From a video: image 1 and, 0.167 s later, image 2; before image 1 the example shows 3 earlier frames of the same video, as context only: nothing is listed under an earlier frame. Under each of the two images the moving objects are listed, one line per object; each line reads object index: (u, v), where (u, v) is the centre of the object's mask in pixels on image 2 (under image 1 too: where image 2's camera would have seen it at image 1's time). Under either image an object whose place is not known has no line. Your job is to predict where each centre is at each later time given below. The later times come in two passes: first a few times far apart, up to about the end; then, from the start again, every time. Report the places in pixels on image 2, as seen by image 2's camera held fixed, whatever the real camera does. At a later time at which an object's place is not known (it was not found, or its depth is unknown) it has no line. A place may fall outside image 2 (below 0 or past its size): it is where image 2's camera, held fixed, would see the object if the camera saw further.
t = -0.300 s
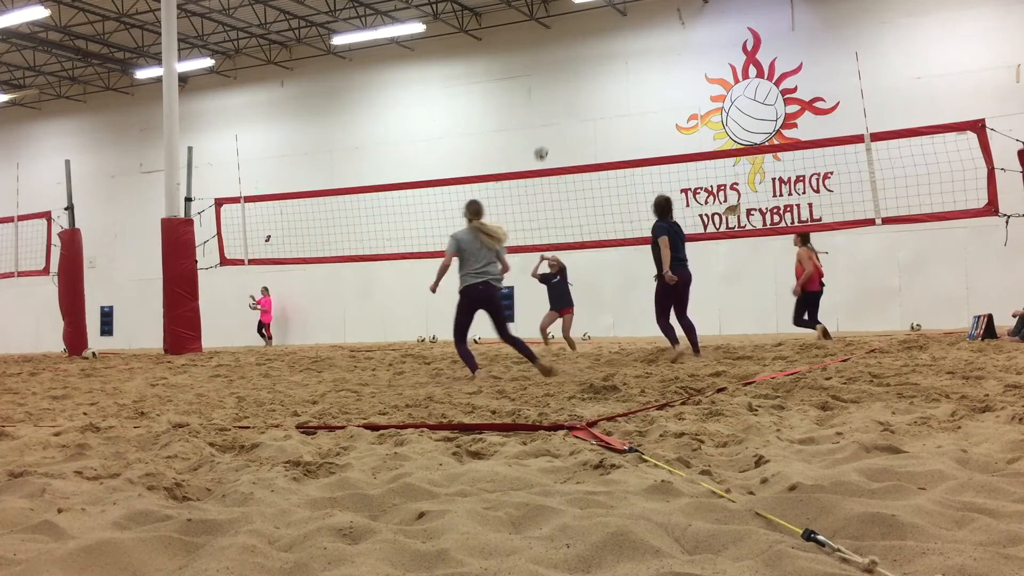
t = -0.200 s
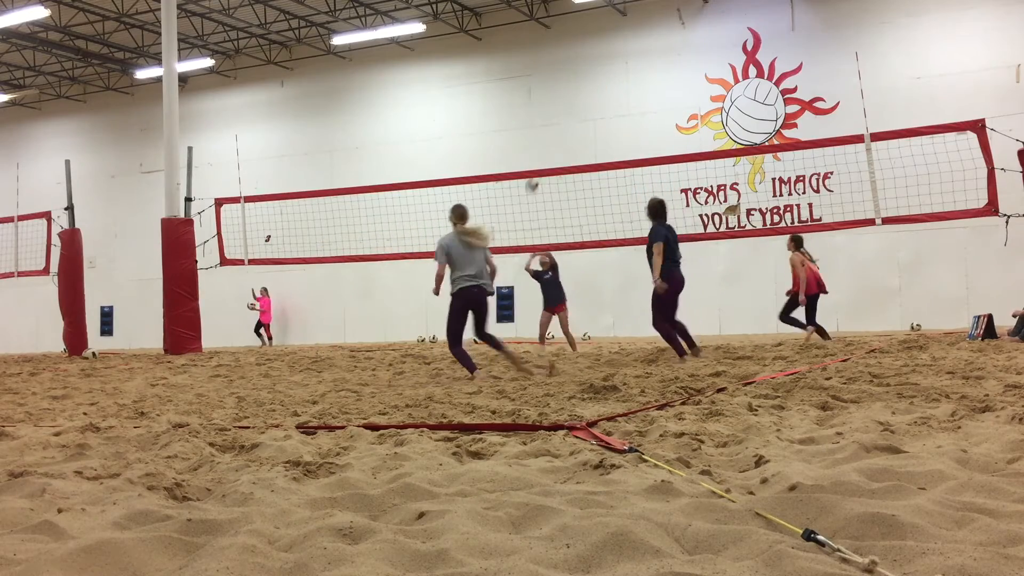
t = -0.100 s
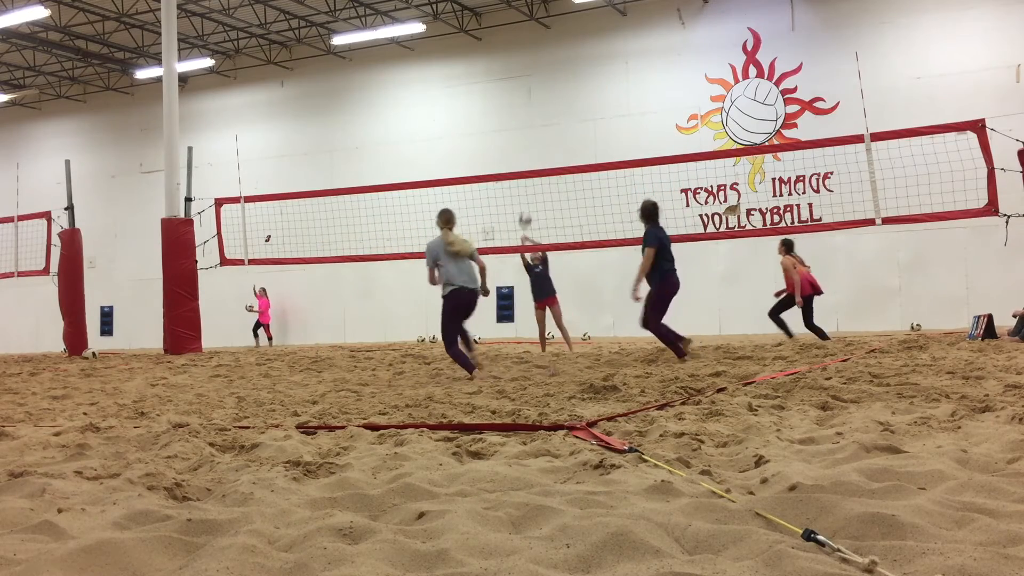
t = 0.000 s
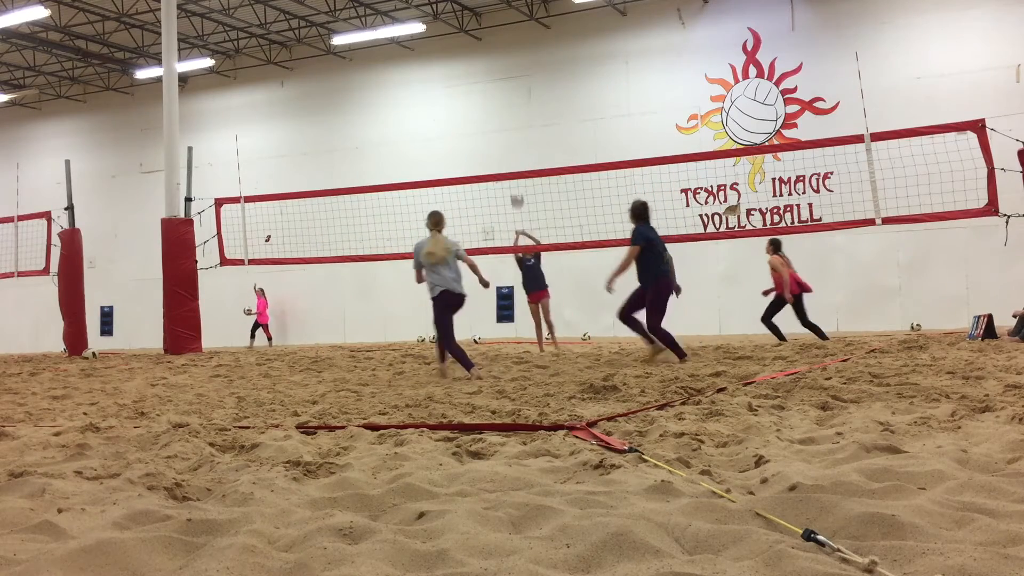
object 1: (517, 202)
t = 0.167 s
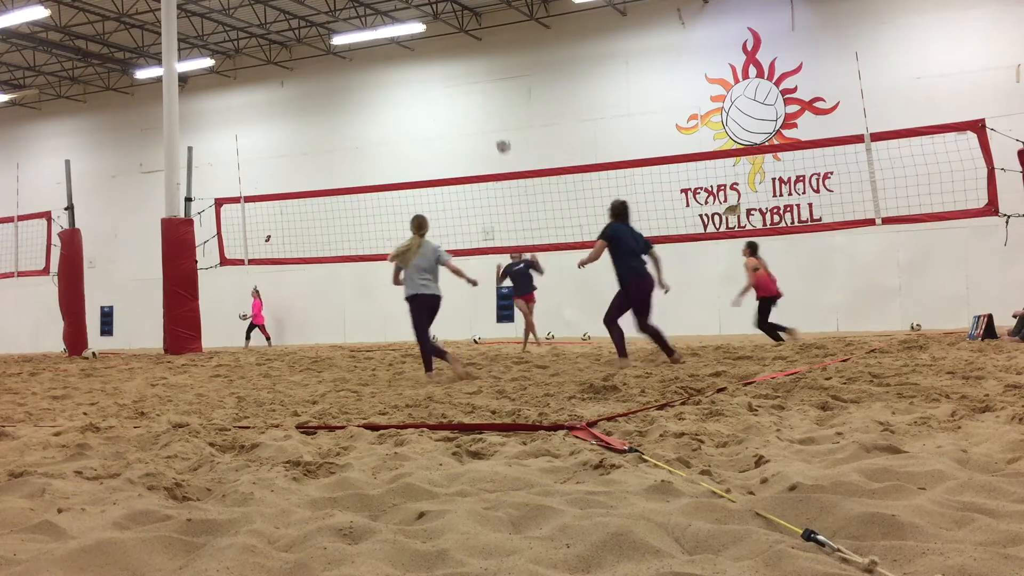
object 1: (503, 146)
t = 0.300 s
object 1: (492, 112)
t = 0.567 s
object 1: (469, 79)
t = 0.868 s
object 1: (443, 102)
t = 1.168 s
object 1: (418, 204)
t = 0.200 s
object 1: (500, 136)
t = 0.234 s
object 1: (497, 128)
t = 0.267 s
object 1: (495, 121)
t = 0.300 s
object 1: (492, 112)
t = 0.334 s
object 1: (489, 106)
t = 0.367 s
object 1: (486, 100)
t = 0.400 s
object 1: (483, 95)
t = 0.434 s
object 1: (480, 91)
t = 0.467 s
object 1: (478, 86)
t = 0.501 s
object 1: (475, 84)
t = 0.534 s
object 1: (472, 81)
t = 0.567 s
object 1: (469, 79)
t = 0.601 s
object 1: (466, 78)
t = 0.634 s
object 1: (464, 79)
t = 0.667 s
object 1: (460, 79)
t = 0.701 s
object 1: (458, 81)
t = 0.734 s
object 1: (455, 83)
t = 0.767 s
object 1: (452, 88)
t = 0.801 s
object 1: (449, 91)
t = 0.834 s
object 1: (446, 97)
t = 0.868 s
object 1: (443, 102)
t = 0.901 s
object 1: (440, 110)
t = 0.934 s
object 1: (438, 118)
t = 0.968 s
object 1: (435, 127)
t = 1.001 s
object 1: (432, 137)
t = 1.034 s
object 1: (429, 149)
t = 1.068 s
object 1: (426, 161)
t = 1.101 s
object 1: (424, 173)
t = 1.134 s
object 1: (420, 189)
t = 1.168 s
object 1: (418, 204)
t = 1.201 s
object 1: (415, 221)
